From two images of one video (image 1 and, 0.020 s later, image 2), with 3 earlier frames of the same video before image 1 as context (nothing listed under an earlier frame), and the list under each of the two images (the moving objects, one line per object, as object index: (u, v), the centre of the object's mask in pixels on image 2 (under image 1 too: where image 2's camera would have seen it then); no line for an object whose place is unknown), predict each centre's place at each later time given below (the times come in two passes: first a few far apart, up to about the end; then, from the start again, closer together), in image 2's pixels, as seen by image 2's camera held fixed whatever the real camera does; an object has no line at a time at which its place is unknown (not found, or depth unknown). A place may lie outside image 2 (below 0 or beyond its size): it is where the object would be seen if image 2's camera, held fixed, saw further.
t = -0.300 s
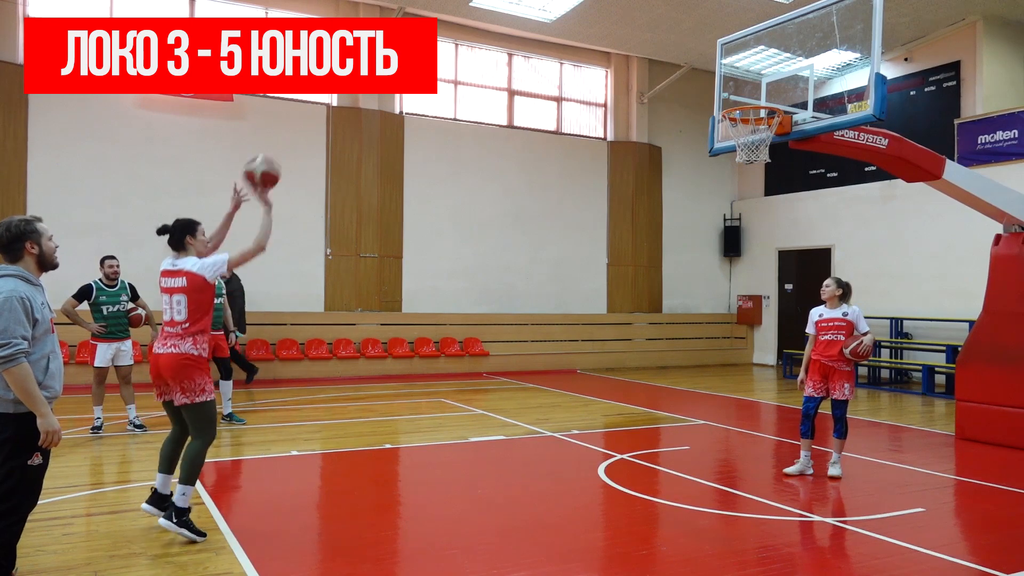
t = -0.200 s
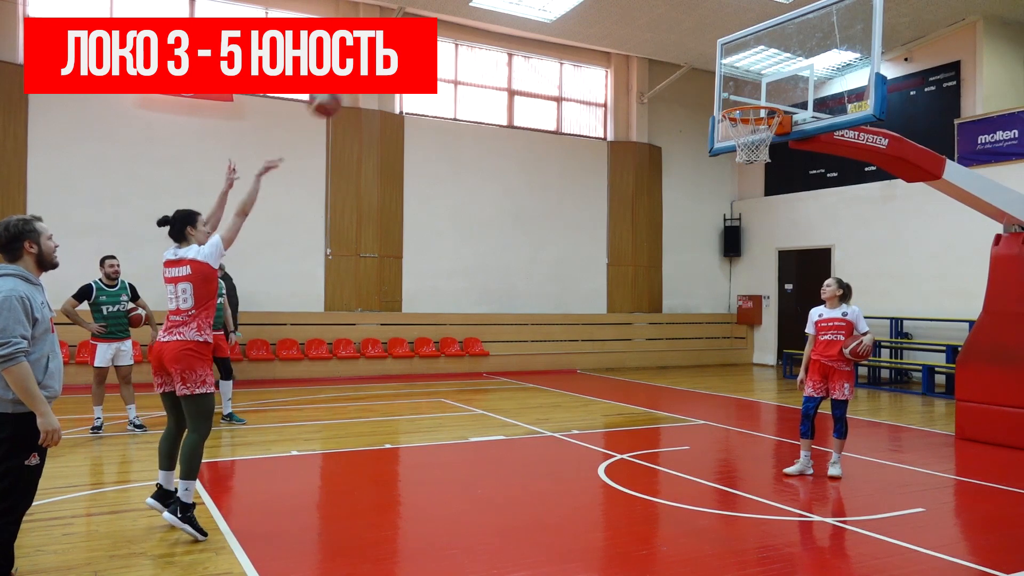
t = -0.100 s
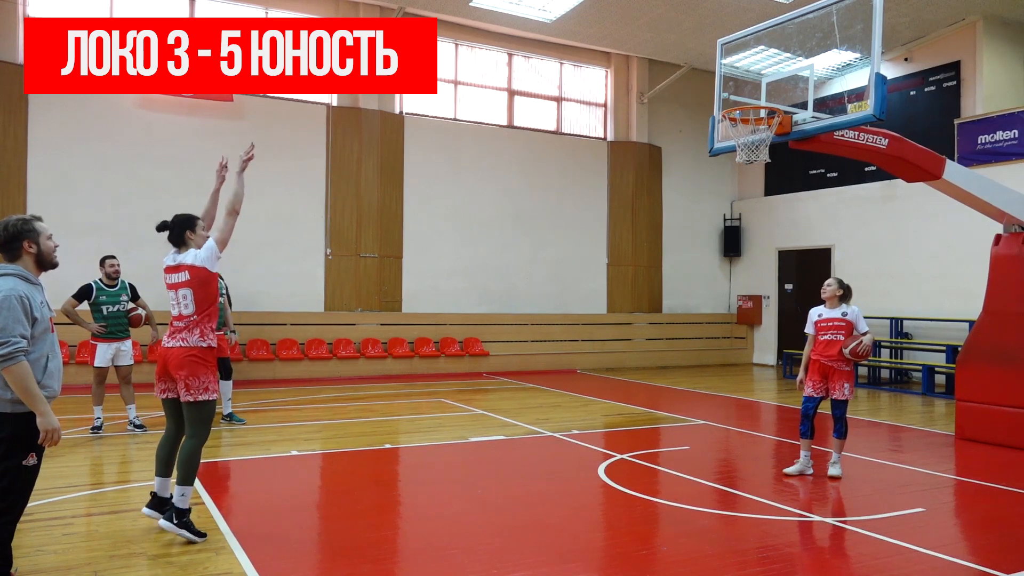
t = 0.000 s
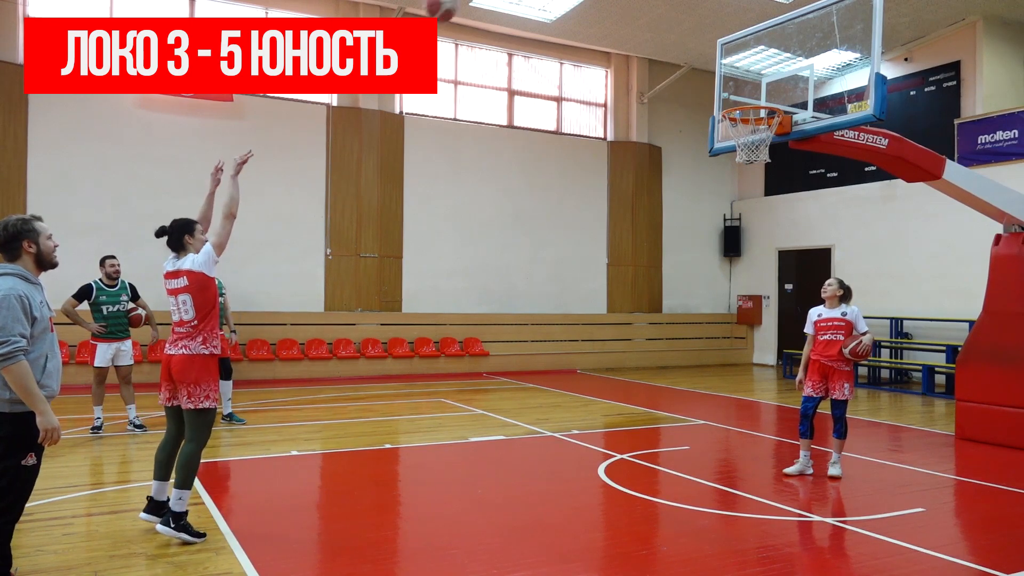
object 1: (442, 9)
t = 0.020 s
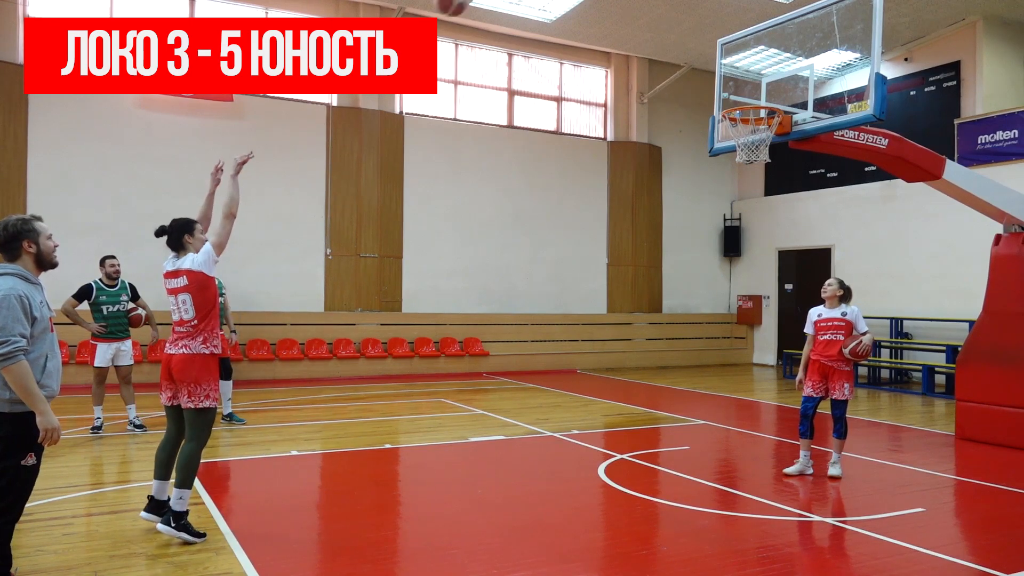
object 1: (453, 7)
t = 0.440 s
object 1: (647, 8)
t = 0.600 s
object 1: (708, 60)
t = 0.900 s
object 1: (750, 170)
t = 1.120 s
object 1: (722, 282)
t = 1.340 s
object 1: (695, 452)
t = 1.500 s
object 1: (673, 378)
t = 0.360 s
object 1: (614, 1)
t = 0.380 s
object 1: (622, 2)
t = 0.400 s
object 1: (630, 4)
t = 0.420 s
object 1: (639, 6)
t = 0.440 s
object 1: (647, 8)
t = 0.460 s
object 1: (656, 11)
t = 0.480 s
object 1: (664, 15)
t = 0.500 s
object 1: (672, 21)
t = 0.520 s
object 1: (679, 28)
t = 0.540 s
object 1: (687, 35)
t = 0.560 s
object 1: (694, 43)
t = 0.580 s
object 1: (702, 52)
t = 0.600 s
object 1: (708, 60)
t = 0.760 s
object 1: (762, 123)
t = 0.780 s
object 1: (767, 130)
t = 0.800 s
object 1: (764, 136)
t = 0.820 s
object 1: (760, 145)
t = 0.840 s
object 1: (758, 150)
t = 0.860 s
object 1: (755, 163)
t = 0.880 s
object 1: (752, 166)
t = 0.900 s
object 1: (750, 170)
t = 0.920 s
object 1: (748, 177)
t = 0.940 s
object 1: (745, 186)
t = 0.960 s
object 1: (743, 195)
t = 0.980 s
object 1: (741, 204)
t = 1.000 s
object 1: (738, 215)
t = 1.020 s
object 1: (735, 225)
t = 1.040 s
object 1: (732, 236)
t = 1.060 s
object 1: (730, 245)
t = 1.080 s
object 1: (728, 257)
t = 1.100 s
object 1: (726, 269)
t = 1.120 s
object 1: (722, 282)
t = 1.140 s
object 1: (720, 296)
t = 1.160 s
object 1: (718, 309)
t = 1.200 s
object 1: (712, 337)
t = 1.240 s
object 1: (707, 367)
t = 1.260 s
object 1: (705, 383)
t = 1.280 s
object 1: (702, 400)
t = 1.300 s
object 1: (701, 417)
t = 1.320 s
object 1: (698, 435)
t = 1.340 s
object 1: (695, 452)
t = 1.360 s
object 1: (693, 465)
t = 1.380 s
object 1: (690, 451)
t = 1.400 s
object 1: (687, 437)
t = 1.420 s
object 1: (684, 424)
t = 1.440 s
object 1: (681, 412)
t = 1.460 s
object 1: (679, 401)
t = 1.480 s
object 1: (676, 389)
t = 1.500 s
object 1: (673, 378)
